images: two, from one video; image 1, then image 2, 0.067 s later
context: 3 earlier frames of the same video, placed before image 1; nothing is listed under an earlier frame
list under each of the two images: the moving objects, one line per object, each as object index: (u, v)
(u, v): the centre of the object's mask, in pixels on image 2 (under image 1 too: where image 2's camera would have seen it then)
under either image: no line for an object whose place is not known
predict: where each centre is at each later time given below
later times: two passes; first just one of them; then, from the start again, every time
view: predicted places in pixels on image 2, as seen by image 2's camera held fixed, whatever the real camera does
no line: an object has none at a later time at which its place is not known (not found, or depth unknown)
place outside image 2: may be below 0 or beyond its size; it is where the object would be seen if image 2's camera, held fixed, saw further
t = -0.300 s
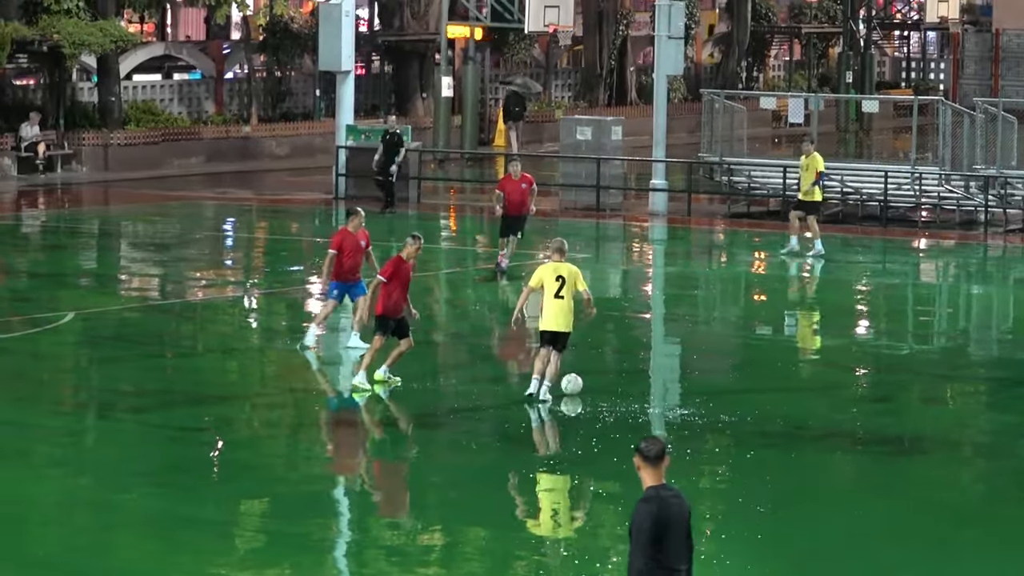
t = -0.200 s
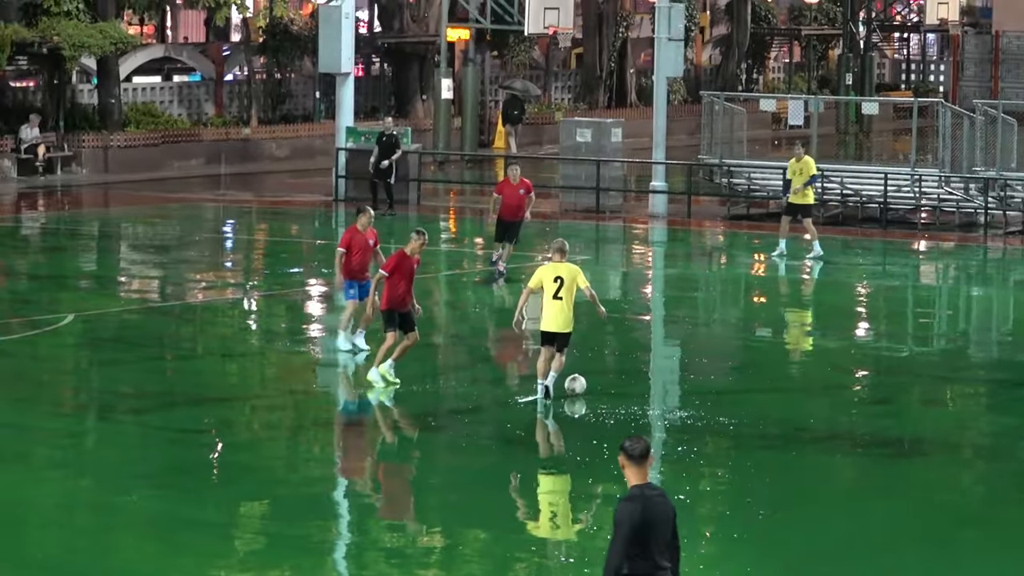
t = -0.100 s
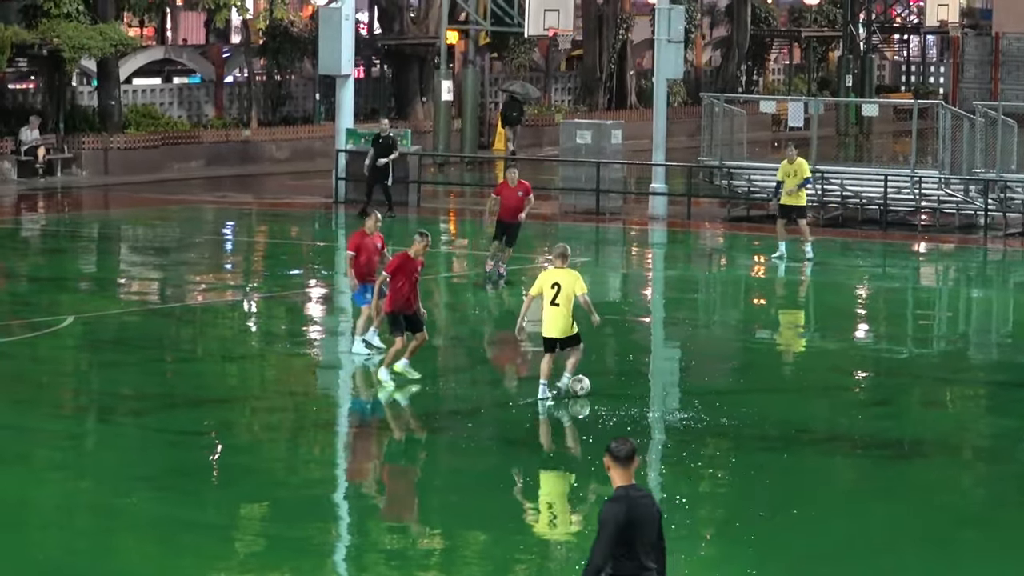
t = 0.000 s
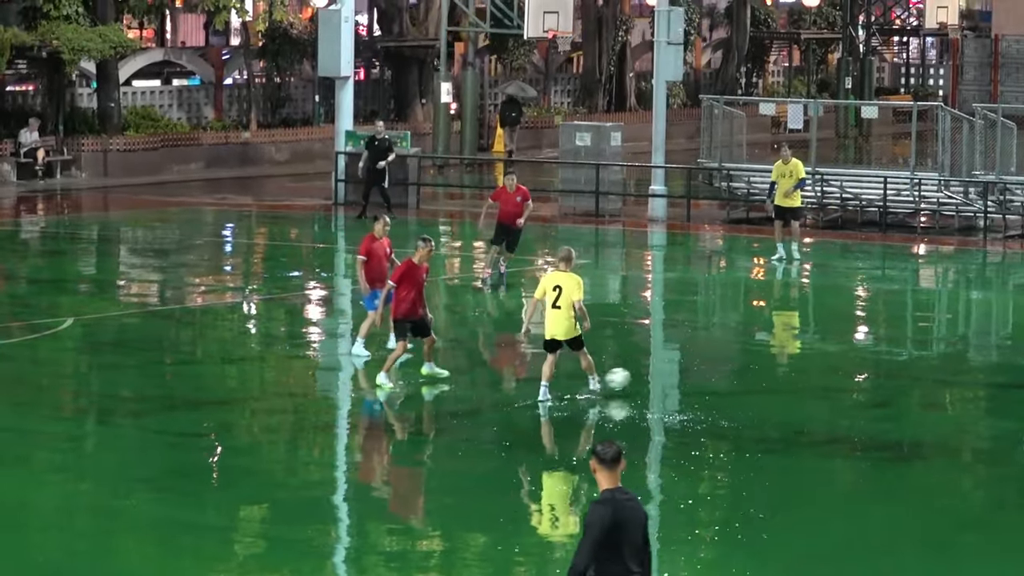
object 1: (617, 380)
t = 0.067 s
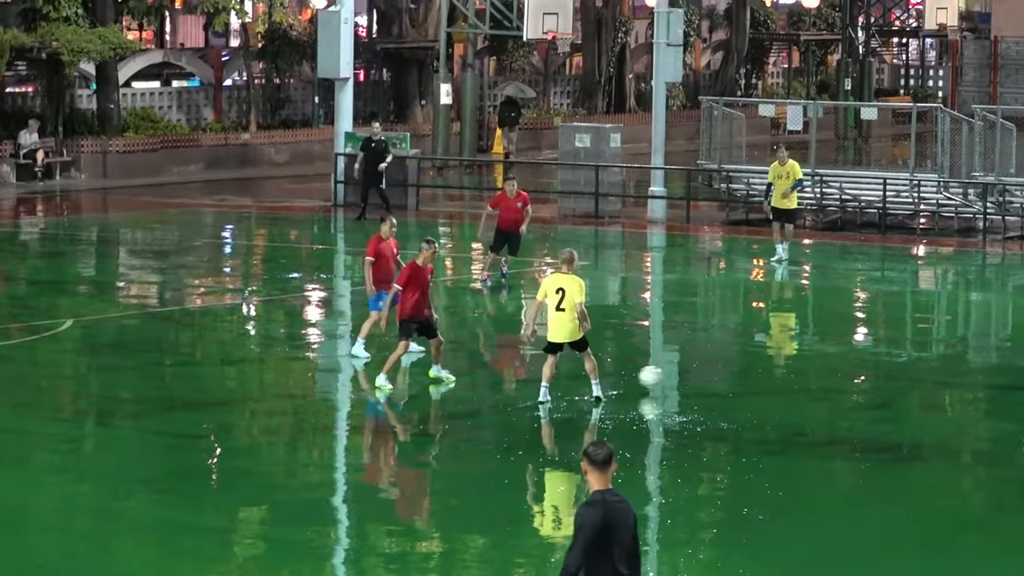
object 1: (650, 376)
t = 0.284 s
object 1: (744, 369)
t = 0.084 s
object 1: (658, 375)
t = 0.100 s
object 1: (666, 375)
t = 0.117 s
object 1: (674, 376)
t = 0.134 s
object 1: (682, 376)
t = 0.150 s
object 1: (690, 377)
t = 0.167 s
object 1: (697, 375)
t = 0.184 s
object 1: (704, 373)
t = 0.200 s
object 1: (711, 372)
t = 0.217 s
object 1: (717, 371)
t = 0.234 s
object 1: (724, 370)
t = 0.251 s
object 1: (731, 369)
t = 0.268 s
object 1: (738, 369)
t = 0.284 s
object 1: (744, 369)
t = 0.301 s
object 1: (751, 369)
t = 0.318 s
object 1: (757, 369)
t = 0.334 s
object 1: (763, 369)
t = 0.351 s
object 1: (769, 367)
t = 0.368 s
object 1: (775, 367)
